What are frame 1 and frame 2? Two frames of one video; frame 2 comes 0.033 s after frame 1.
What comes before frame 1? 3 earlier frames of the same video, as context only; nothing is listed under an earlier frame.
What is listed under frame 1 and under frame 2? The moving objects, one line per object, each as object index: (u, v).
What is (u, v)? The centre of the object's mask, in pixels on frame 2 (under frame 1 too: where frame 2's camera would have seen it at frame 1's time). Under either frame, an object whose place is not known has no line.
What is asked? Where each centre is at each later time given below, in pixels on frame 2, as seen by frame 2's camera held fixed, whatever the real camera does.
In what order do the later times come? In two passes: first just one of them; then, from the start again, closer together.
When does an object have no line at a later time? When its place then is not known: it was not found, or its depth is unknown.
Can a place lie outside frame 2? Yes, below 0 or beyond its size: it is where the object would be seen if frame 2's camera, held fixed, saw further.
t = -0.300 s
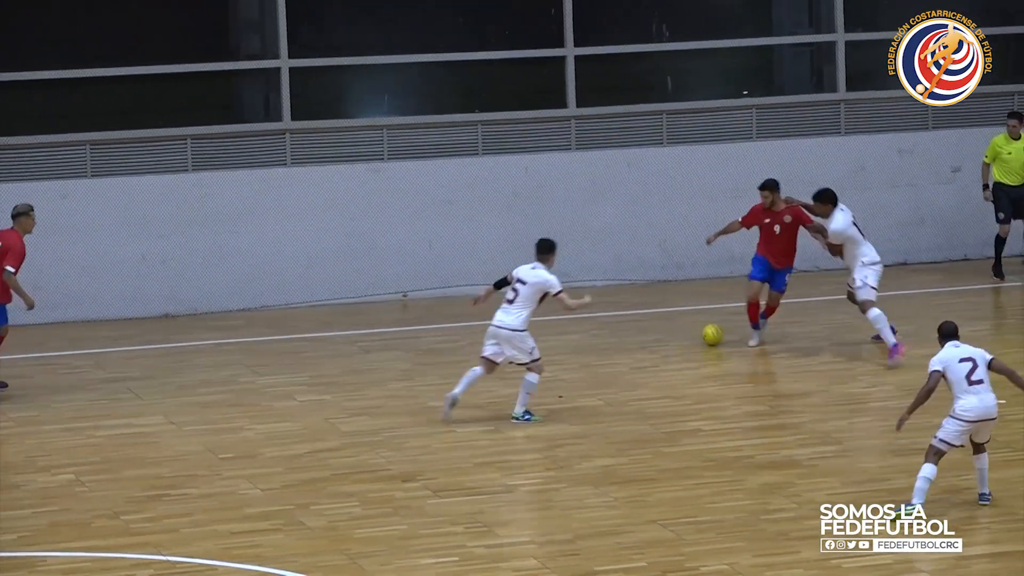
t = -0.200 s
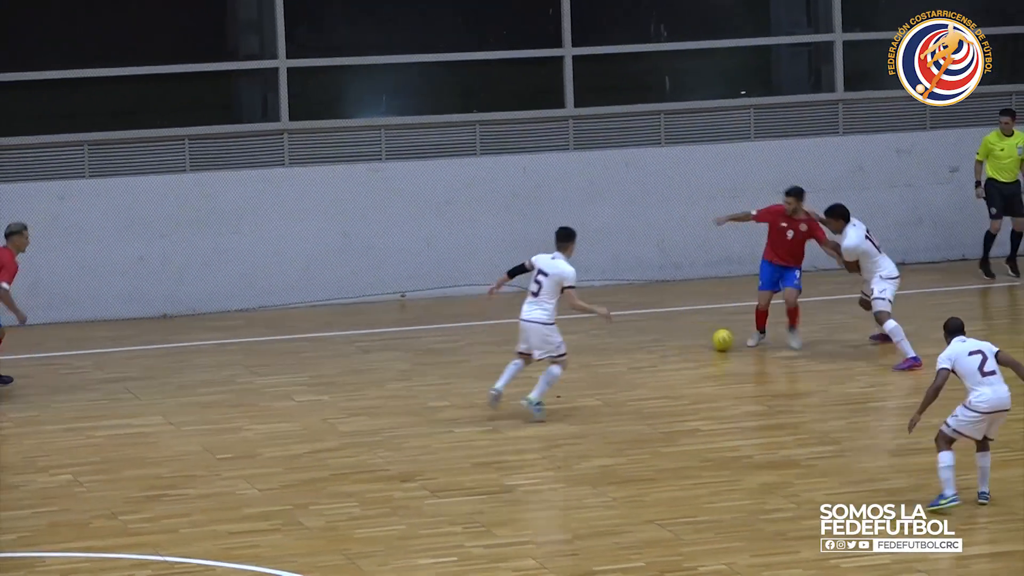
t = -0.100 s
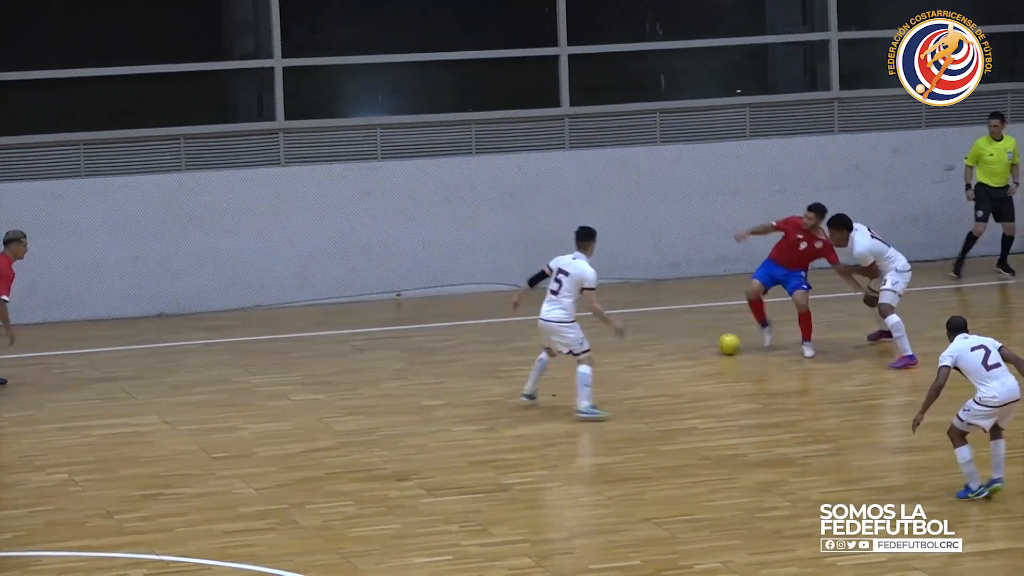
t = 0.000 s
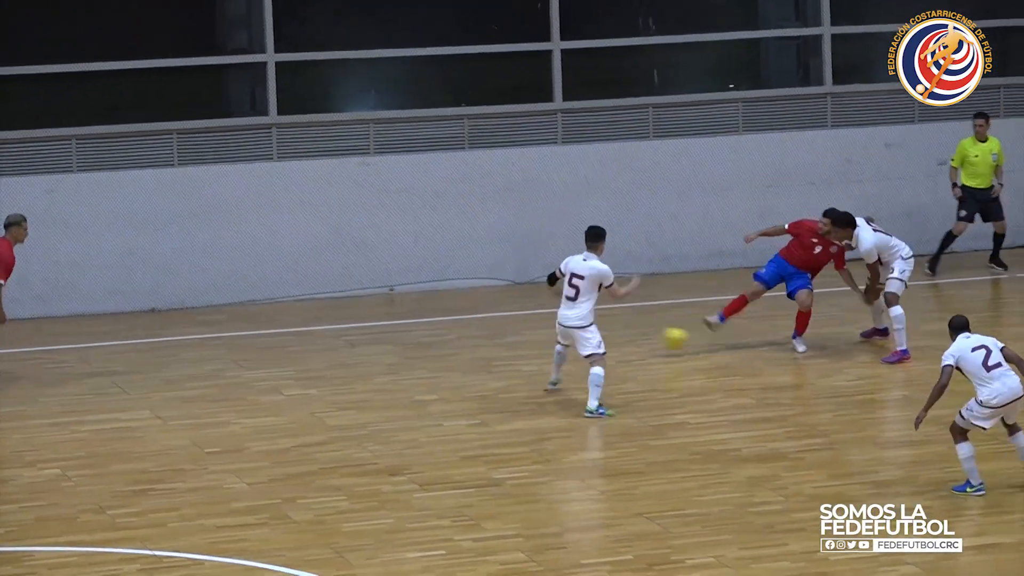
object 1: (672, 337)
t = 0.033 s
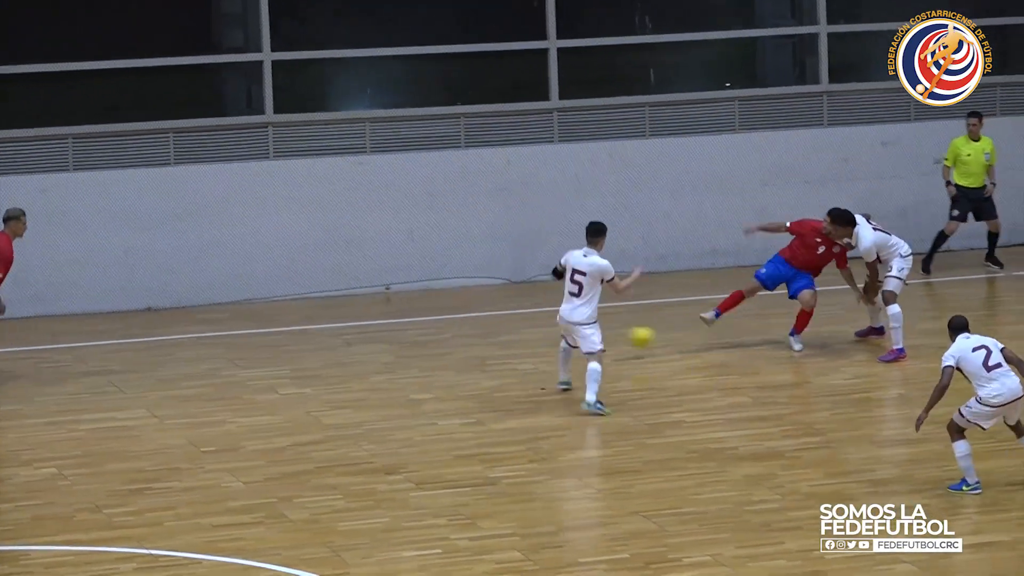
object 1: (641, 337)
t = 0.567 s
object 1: (239, 387)
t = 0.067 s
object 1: (615, 337)
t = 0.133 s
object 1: (551, 345)
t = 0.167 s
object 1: (519, 350)
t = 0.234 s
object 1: (457, 364)
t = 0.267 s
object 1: (431, 369)
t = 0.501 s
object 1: (276, 384)
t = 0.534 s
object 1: (257, 385)
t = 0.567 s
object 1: (239, 387)
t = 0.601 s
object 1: (220, 391)
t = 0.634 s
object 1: (202, 394)
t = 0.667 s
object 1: (185, 395)
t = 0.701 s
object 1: (163, 396)
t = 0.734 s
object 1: (147, 399)
